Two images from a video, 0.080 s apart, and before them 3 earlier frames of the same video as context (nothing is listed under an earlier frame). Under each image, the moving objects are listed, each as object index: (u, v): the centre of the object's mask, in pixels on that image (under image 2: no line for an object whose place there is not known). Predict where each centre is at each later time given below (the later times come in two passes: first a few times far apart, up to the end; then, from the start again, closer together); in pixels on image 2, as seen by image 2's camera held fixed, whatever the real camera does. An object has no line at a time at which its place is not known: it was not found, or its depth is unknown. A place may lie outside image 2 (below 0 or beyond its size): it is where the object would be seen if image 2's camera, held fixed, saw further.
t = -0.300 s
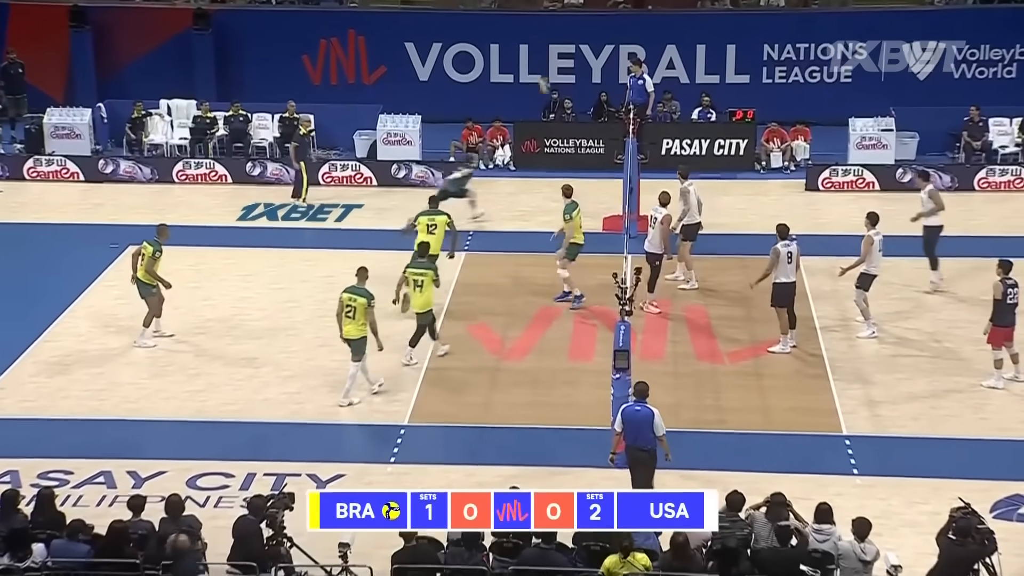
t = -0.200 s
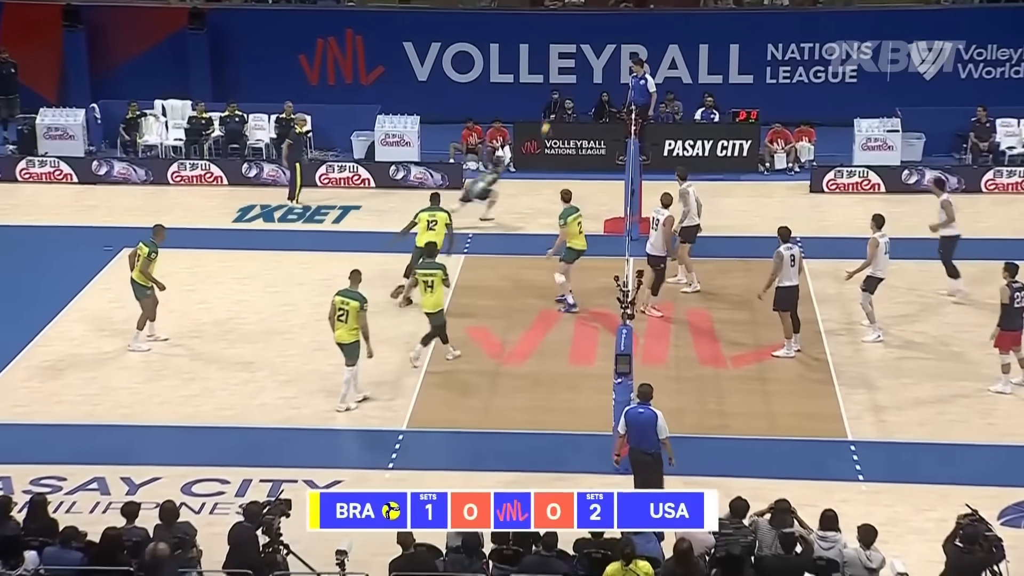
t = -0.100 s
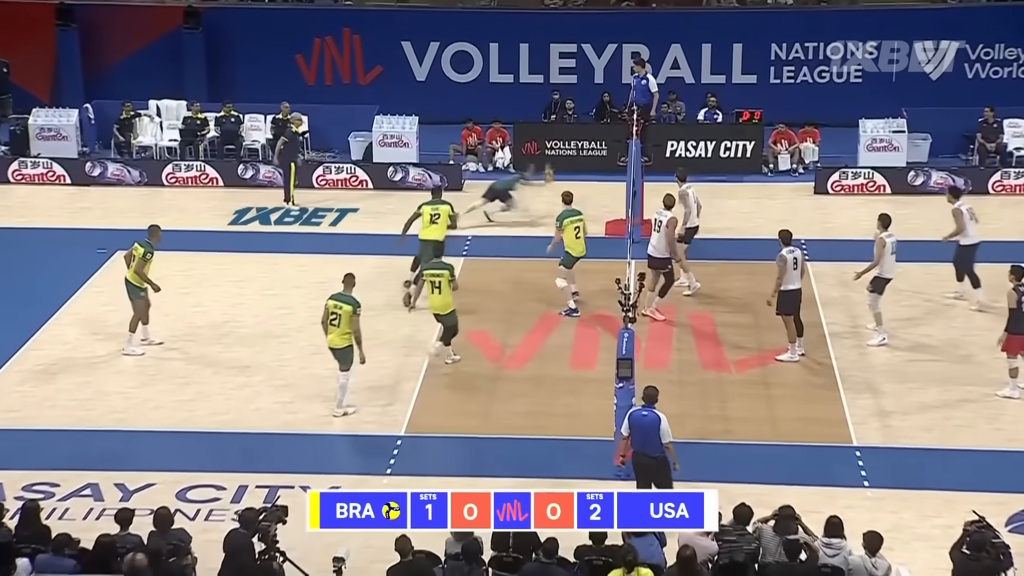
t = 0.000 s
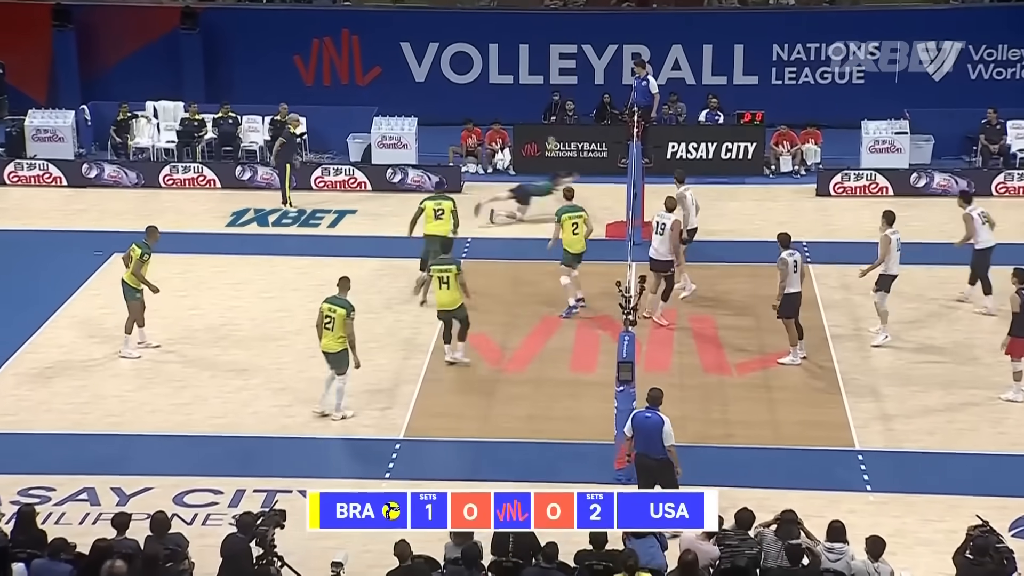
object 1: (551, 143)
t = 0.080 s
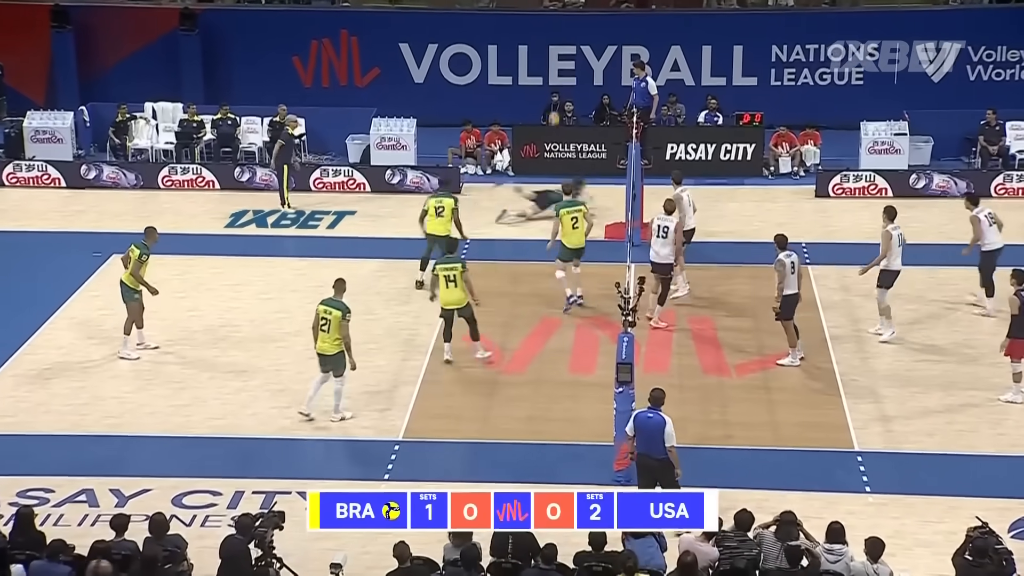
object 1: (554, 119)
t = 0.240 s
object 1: (558, 76)
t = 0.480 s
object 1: (562, 36)
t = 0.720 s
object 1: (564, 31)
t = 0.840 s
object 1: (565, 41)
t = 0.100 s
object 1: (554, 112)
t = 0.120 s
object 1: (555, 107)
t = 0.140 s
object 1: (556, 100)
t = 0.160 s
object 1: (556, 95)
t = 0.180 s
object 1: (557, 90)
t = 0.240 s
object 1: (558, 76)
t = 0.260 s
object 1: (559, 70)
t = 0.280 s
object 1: (559, 67)
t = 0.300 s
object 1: (560, 62)
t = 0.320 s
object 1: (559, 58)
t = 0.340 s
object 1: (560, 54)
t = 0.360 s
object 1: (560, 52)
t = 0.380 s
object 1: (560, 48)
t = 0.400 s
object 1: (561, 45)
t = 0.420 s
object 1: (561, 43)
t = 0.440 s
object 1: (561, 40)
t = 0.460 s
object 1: (562, 38)
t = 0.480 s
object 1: (562, 36)
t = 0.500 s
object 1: (562, 34)
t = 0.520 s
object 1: (562, 33)
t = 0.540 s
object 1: (563, 32)
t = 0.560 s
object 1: (562, 31)
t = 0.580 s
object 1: (563, 30)
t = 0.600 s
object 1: (563, 29)
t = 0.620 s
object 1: (563, 29)
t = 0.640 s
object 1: (563, 29)
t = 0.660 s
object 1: (564, 29)
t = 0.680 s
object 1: (564, 29)
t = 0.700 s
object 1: (564, 30)
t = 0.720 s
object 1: (564, 31)
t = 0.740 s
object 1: (564, 32)
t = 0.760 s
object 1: (564, 33)
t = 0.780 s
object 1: (564, 35)
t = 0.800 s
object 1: (564, 37)
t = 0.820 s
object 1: (565, 39)
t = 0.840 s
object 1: (565, 41)
